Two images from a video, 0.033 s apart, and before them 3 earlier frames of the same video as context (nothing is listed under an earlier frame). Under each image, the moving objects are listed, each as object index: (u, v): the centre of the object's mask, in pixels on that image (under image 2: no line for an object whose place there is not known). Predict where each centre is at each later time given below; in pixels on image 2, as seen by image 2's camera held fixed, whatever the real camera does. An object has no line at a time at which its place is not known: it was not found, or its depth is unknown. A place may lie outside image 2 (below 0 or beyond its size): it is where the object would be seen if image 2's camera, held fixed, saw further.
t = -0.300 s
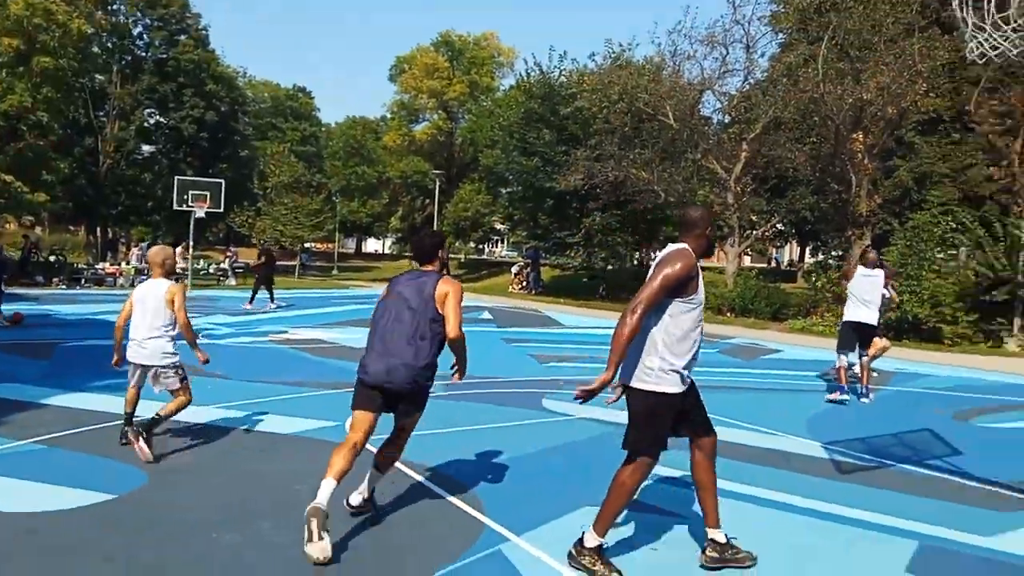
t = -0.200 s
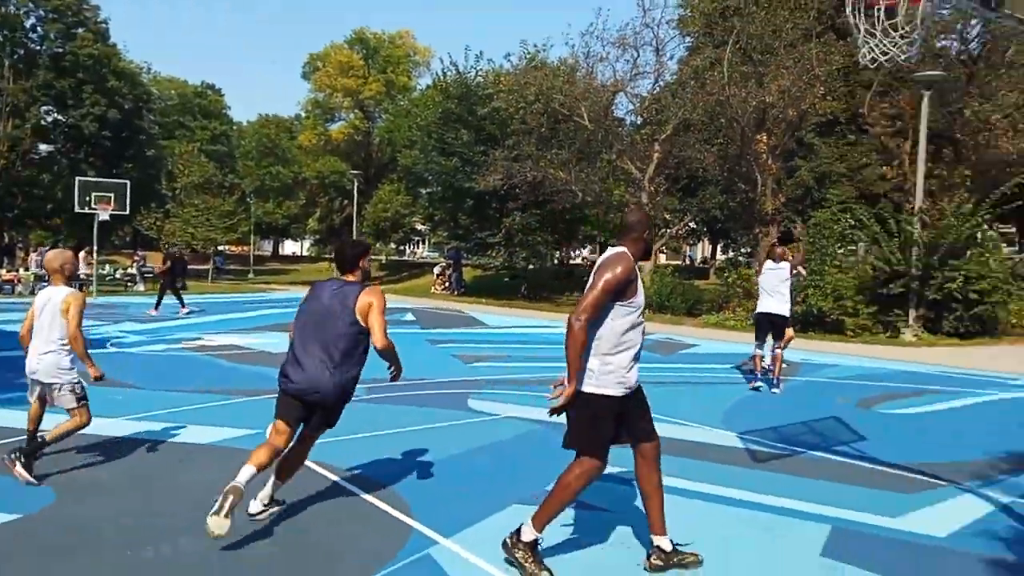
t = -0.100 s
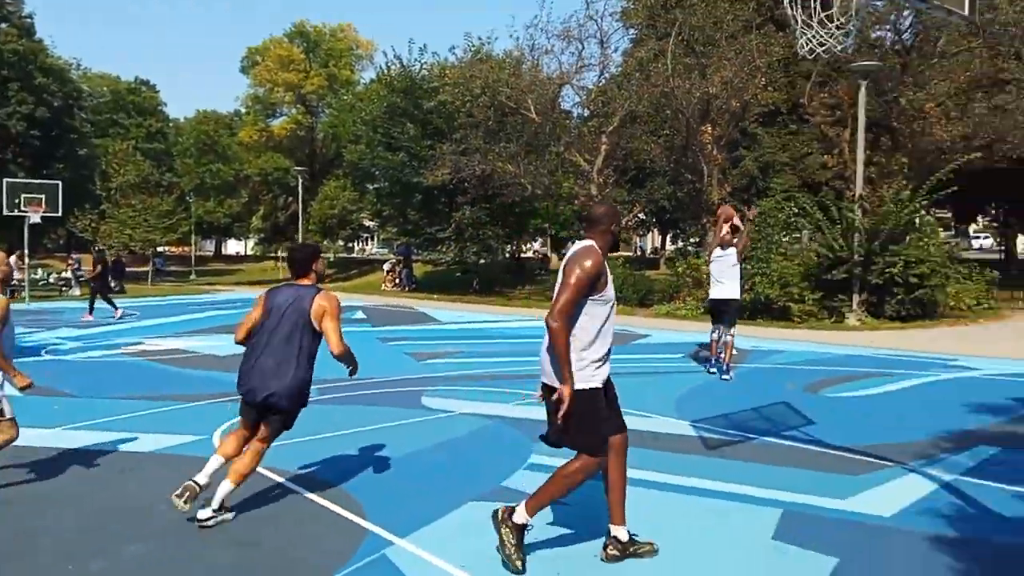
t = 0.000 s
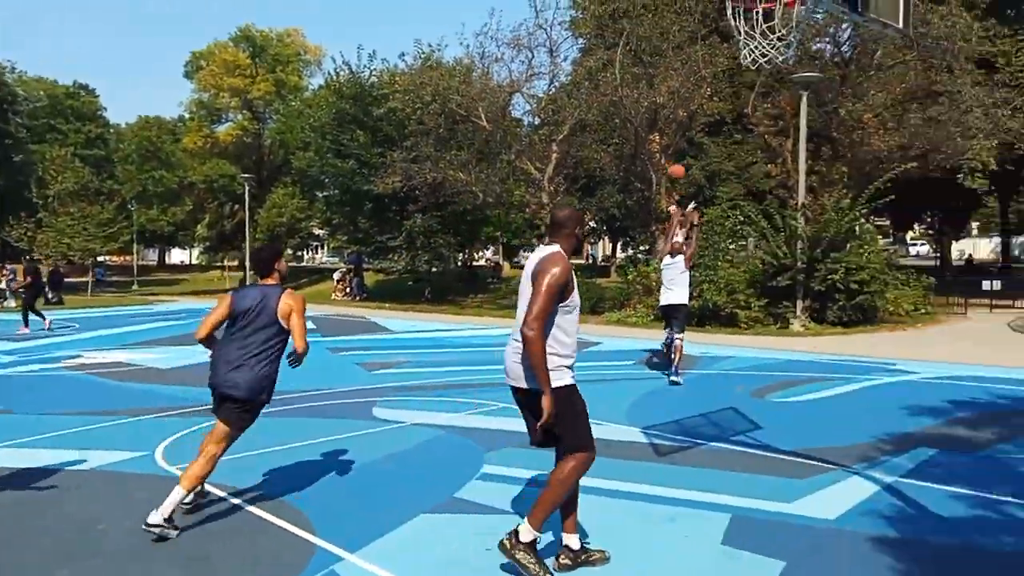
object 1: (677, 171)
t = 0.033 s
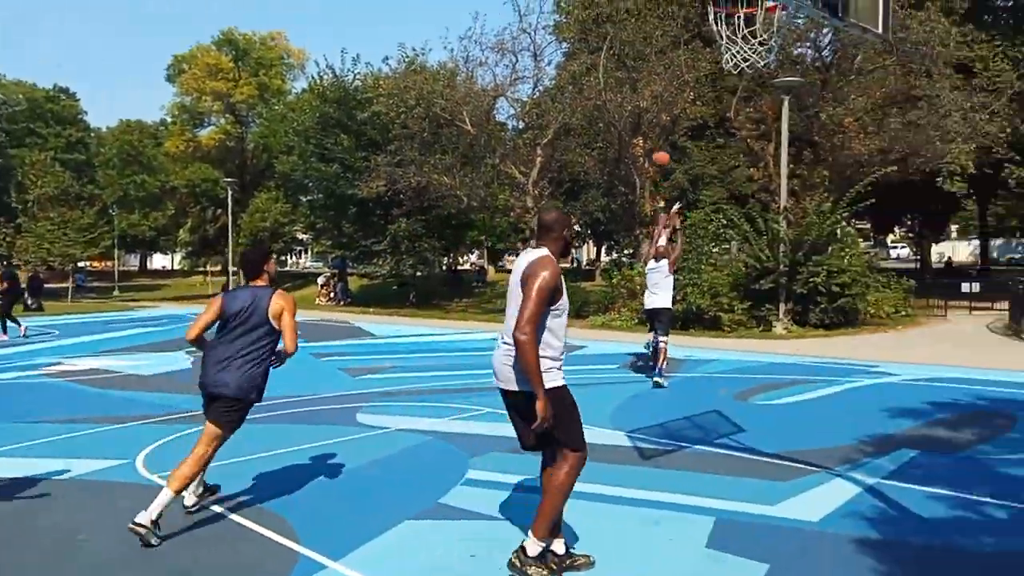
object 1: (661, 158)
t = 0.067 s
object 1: (662, 141)
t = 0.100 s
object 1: (664, 124)
